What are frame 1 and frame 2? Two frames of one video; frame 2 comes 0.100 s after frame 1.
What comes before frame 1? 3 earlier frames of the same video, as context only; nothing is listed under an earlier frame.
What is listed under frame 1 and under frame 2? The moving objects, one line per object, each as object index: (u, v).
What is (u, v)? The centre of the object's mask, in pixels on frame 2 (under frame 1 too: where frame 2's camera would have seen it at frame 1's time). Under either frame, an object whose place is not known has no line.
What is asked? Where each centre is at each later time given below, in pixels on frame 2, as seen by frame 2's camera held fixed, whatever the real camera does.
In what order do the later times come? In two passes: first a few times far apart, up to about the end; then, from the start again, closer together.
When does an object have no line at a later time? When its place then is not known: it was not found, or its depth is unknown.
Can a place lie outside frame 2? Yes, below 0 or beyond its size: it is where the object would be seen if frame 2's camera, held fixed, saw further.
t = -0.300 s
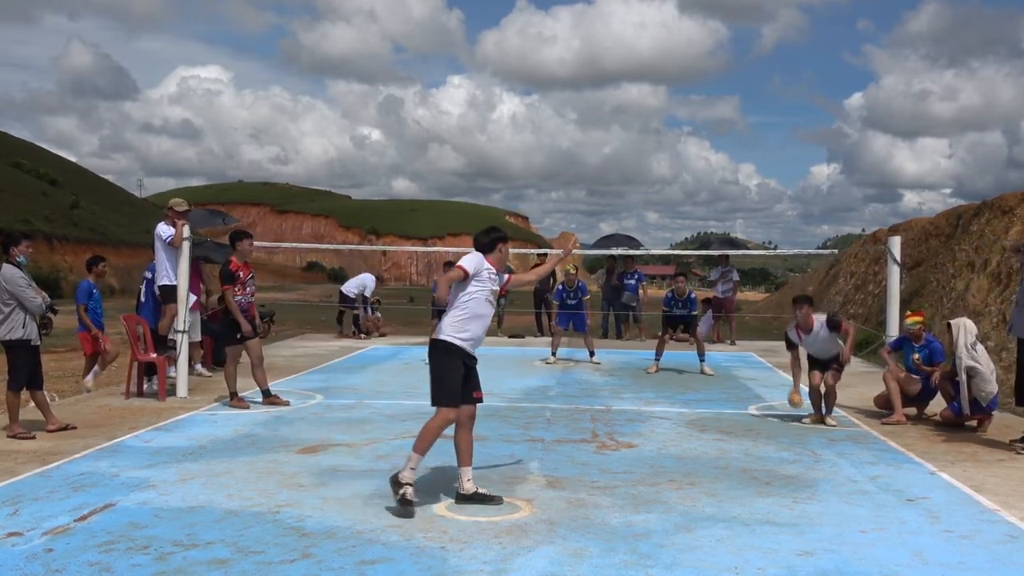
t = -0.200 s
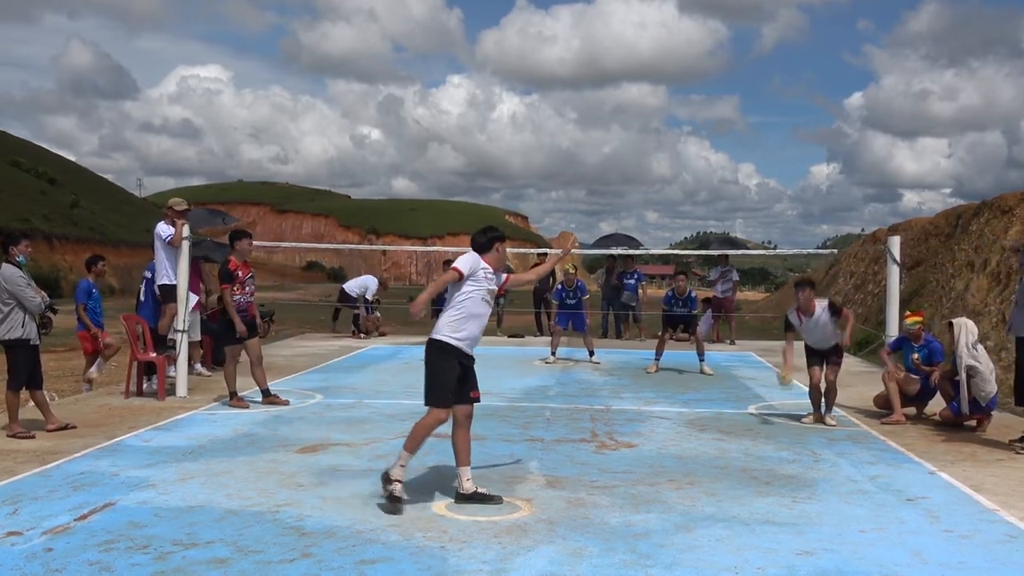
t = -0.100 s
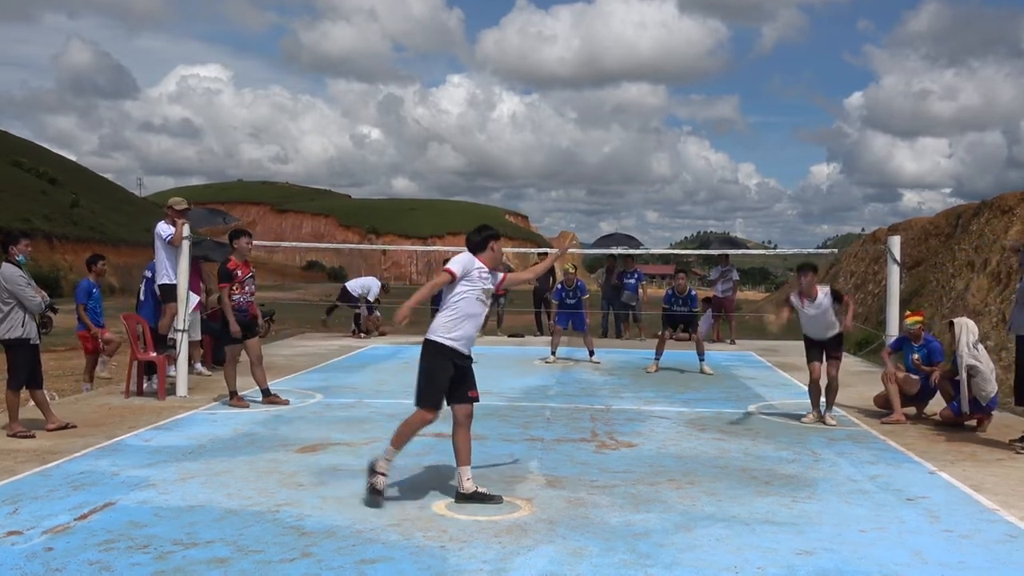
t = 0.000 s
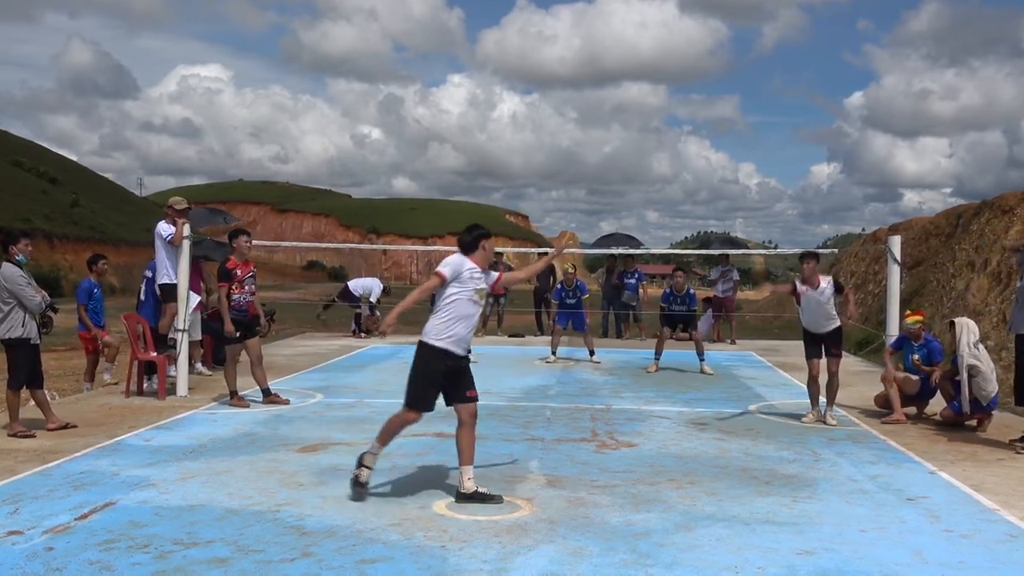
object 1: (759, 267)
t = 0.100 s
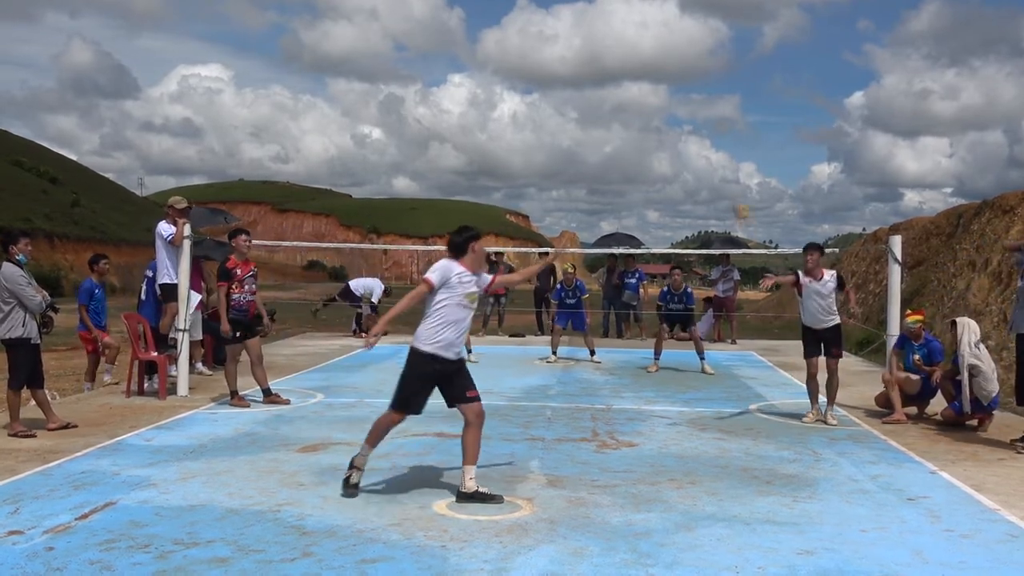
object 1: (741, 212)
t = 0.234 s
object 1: (719, 158)
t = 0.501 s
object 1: (665, 111)
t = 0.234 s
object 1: (719, 158)
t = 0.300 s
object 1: (707, 137)
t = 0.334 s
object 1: (700, 130)
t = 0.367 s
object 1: (693, 123)
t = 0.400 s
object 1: (687, 118)
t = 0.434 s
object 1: (679, 114)
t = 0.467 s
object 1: (672, 111)
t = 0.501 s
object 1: (665, 111)
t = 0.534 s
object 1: (657, 111)
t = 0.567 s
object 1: (649, 114)
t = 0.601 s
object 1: (641, 117)
